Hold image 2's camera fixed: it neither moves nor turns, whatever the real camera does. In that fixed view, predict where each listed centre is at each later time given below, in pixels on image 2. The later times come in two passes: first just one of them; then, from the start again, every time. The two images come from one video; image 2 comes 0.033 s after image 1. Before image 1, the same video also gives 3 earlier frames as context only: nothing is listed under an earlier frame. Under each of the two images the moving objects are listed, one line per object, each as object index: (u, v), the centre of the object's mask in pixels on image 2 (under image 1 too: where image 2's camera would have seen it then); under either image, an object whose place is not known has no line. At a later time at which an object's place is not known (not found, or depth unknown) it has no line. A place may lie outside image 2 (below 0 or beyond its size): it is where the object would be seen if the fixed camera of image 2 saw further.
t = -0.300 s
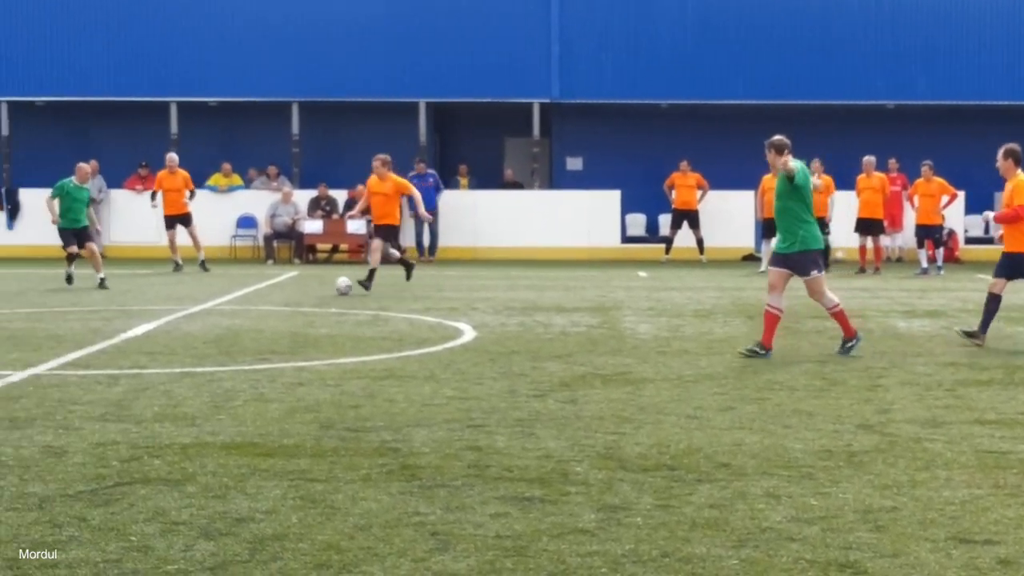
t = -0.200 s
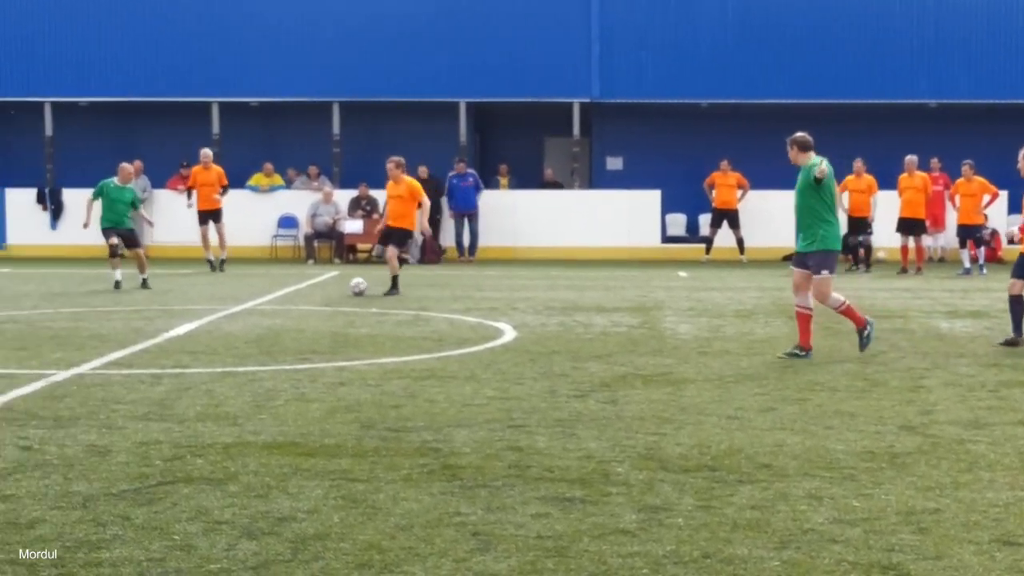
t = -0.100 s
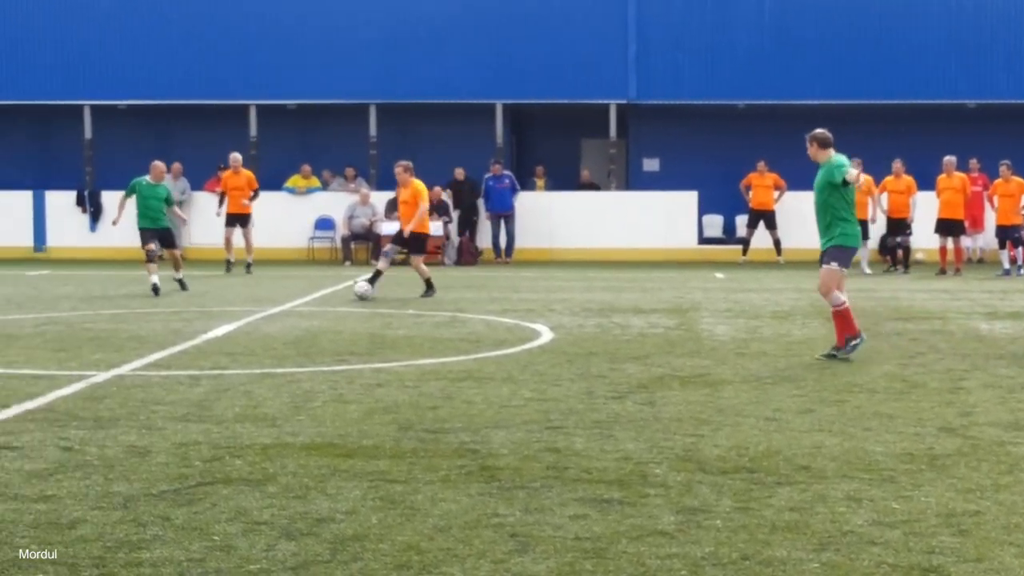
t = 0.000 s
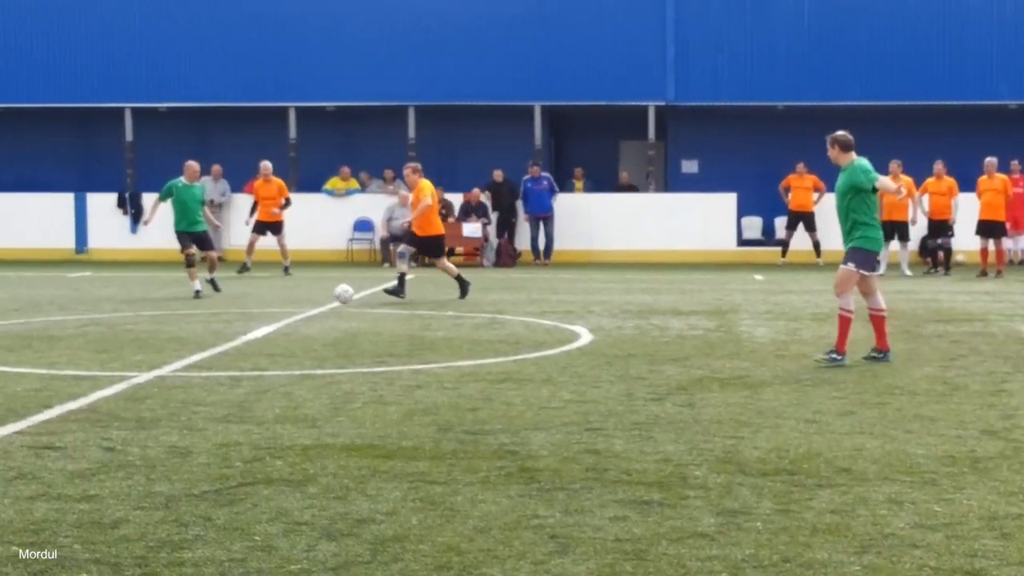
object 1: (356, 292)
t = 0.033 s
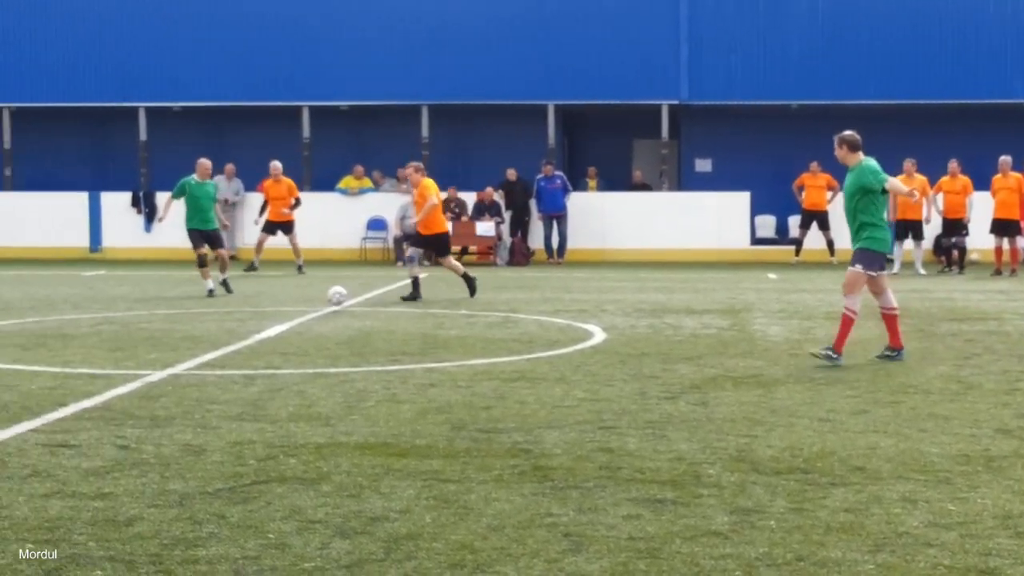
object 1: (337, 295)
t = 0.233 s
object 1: (212, 316)
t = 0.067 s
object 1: (316, 300)
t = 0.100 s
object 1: (295, 307)
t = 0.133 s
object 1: (275, 308)
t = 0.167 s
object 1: (254, 309)
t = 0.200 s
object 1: (233, 311)
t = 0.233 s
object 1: (212, 316)
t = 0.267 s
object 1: (189, 322)
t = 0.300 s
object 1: (167, 327)
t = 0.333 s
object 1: (145, 327)
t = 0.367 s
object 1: (123, 329)
